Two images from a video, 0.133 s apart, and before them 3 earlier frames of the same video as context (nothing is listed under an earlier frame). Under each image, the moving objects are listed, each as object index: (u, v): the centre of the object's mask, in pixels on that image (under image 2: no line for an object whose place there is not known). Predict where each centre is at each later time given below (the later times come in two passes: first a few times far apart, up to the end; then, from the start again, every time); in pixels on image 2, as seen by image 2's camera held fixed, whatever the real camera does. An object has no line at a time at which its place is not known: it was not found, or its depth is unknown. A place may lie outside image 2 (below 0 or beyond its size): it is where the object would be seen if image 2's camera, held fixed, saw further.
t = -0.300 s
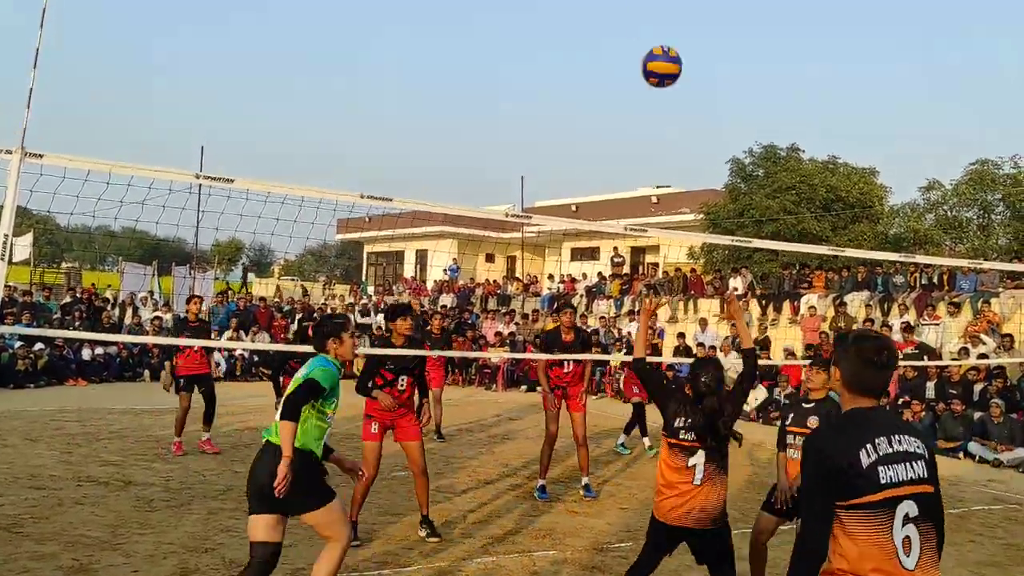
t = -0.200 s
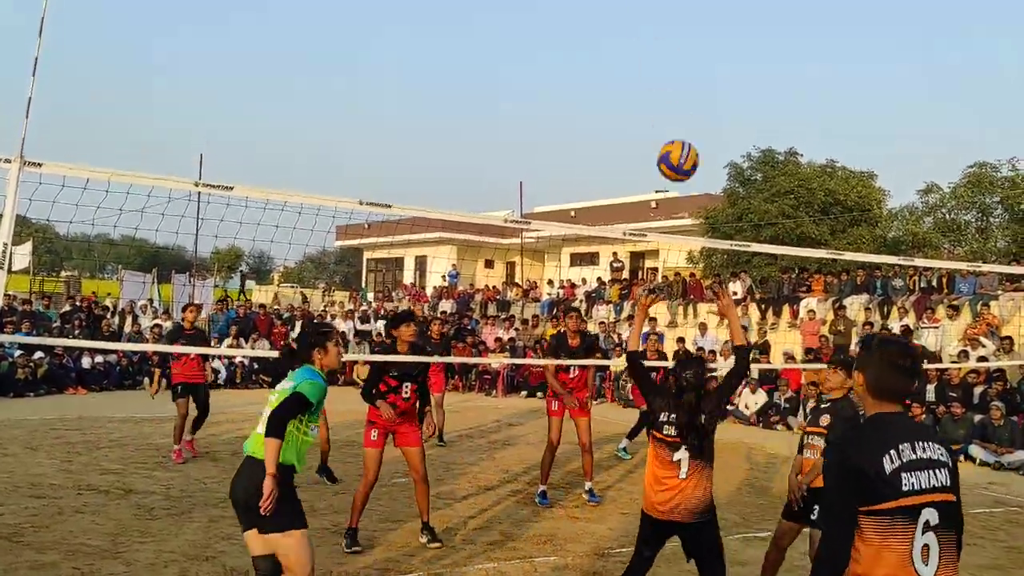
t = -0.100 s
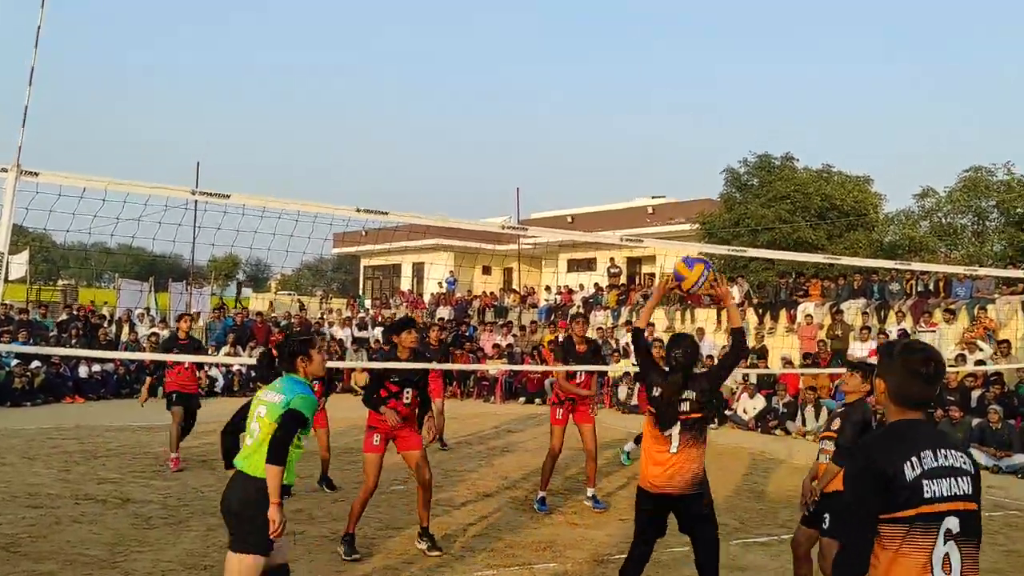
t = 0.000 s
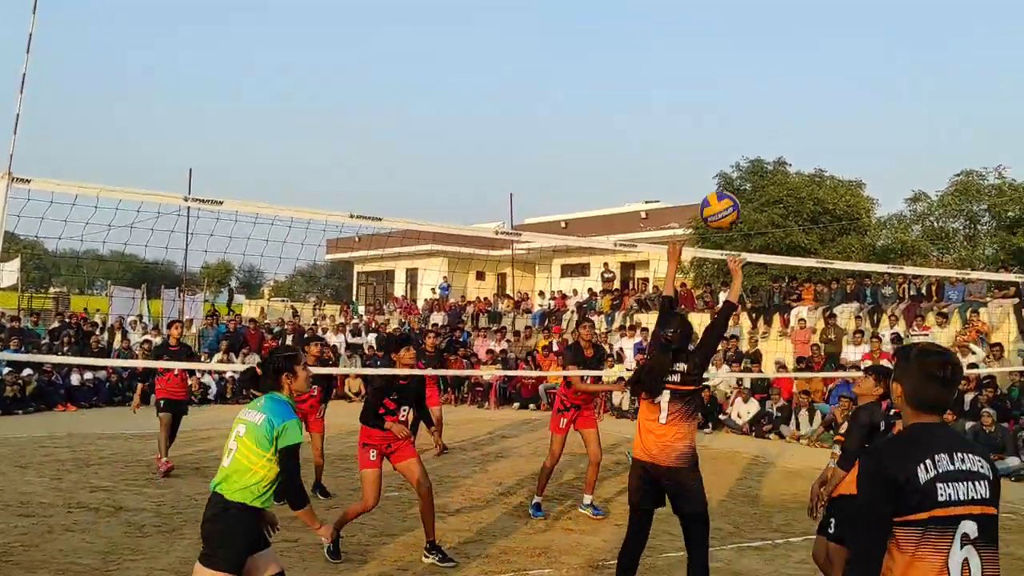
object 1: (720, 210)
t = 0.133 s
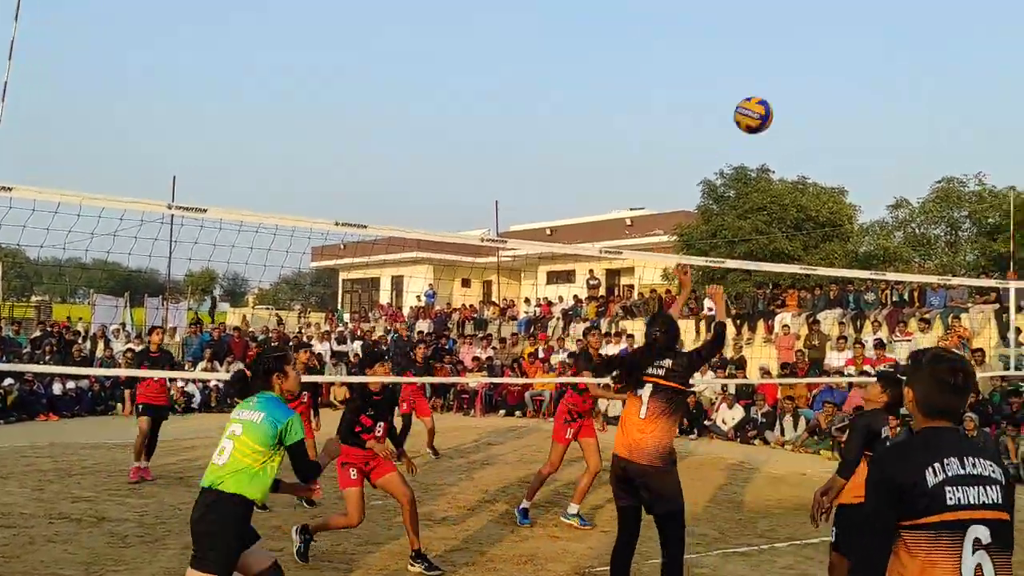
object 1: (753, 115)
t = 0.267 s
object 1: (796, 54)
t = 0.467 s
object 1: (850, 23)
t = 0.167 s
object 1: (764, 96)
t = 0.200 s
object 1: (775, 80)
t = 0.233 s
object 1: (786, 65)
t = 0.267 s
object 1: (796, 54)
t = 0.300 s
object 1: (806, 44)
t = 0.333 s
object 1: (815, 36)
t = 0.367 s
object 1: (825, 30)
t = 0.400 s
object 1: (833, 26)
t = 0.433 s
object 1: (842, 24)
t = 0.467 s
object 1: (850, 23)
